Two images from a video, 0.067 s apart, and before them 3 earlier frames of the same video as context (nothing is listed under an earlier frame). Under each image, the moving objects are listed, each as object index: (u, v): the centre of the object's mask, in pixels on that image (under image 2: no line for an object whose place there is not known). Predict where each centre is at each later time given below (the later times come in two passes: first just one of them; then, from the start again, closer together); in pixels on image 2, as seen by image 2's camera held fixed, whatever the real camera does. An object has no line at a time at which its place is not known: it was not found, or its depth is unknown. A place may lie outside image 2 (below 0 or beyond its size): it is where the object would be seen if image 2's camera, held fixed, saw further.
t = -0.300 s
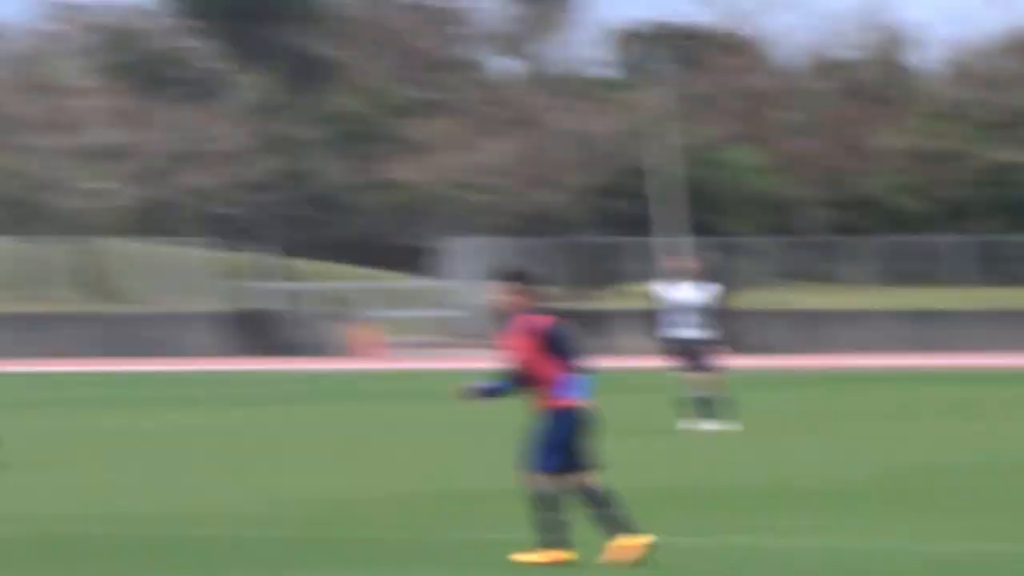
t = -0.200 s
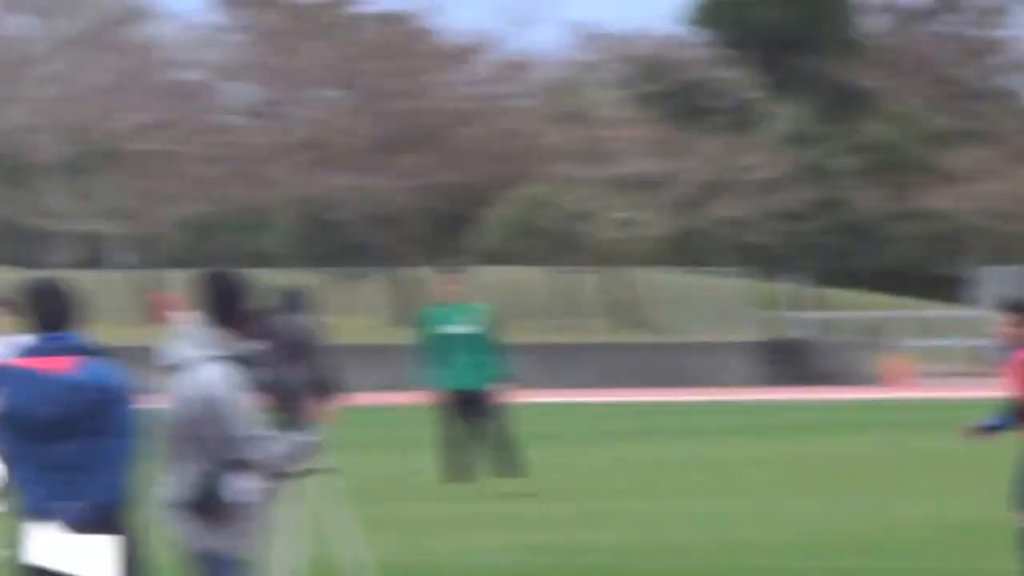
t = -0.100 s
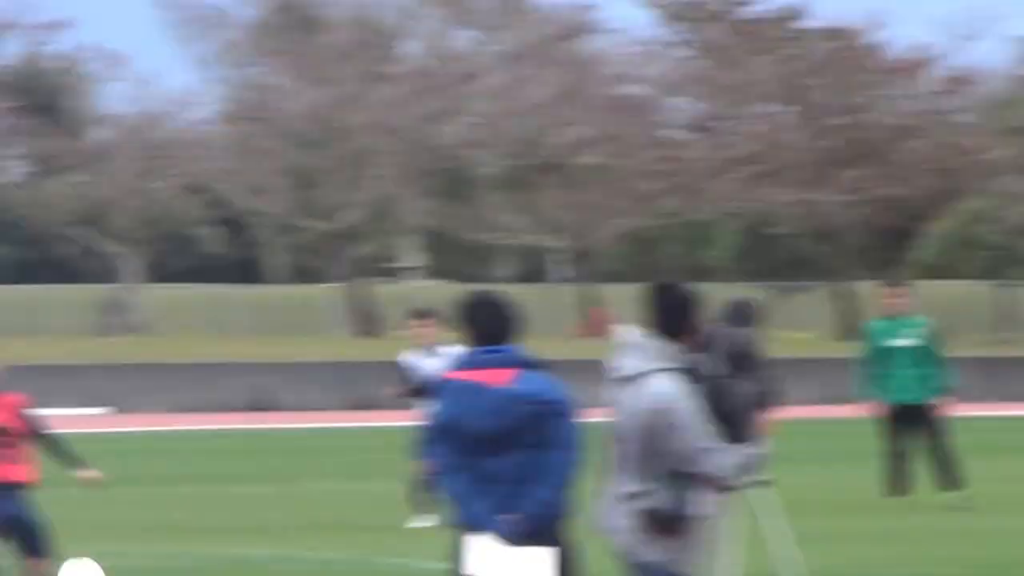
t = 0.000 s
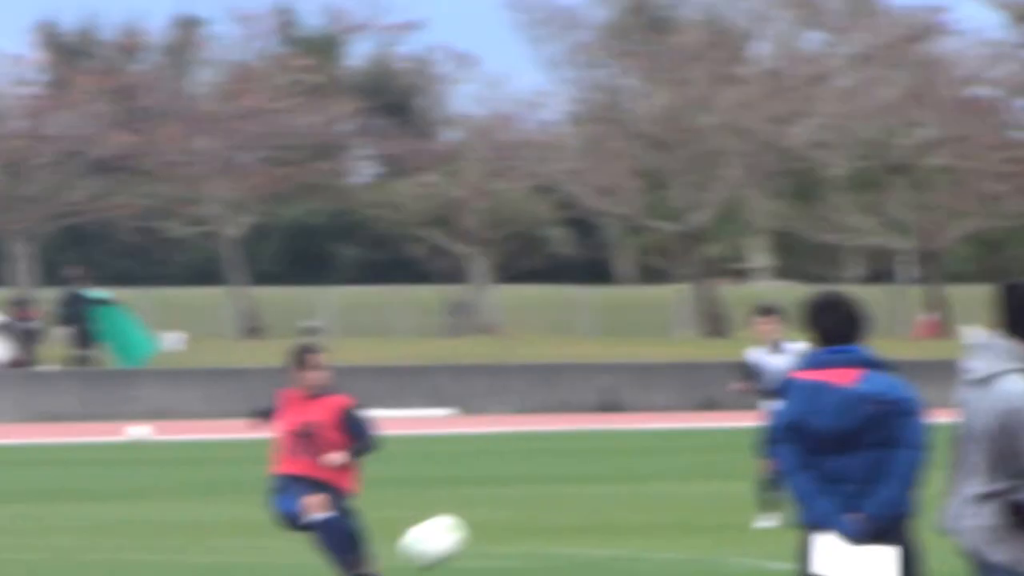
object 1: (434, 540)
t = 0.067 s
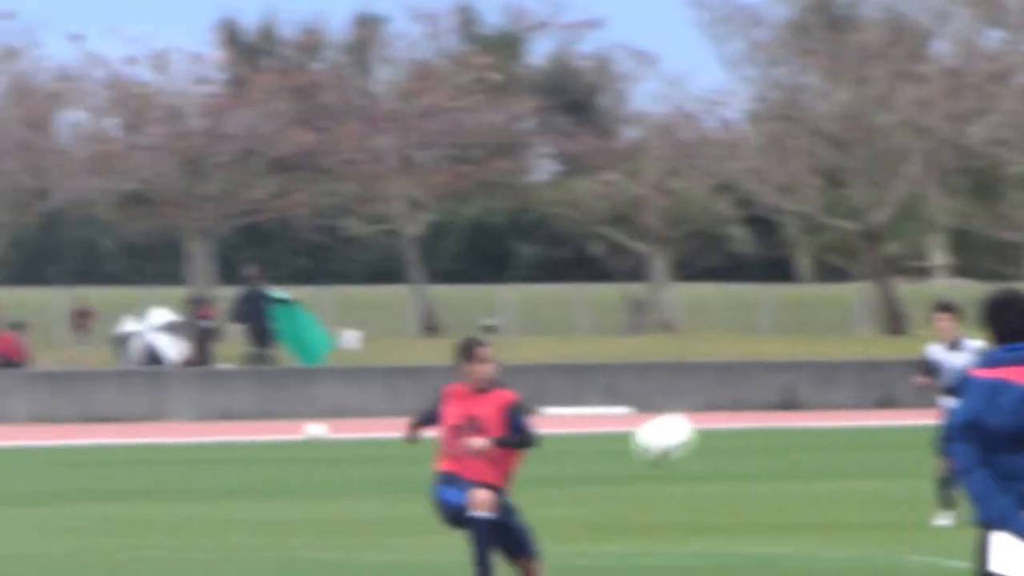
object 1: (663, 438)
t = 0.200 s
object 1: (764, 263)
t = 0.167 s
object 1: (742, 301)
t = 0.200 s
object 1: (764, 263)
